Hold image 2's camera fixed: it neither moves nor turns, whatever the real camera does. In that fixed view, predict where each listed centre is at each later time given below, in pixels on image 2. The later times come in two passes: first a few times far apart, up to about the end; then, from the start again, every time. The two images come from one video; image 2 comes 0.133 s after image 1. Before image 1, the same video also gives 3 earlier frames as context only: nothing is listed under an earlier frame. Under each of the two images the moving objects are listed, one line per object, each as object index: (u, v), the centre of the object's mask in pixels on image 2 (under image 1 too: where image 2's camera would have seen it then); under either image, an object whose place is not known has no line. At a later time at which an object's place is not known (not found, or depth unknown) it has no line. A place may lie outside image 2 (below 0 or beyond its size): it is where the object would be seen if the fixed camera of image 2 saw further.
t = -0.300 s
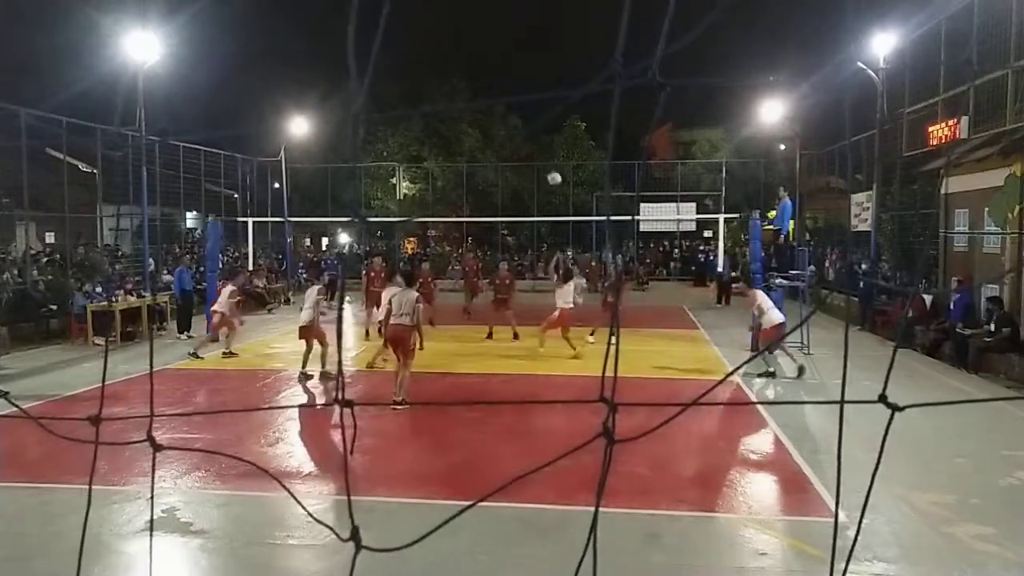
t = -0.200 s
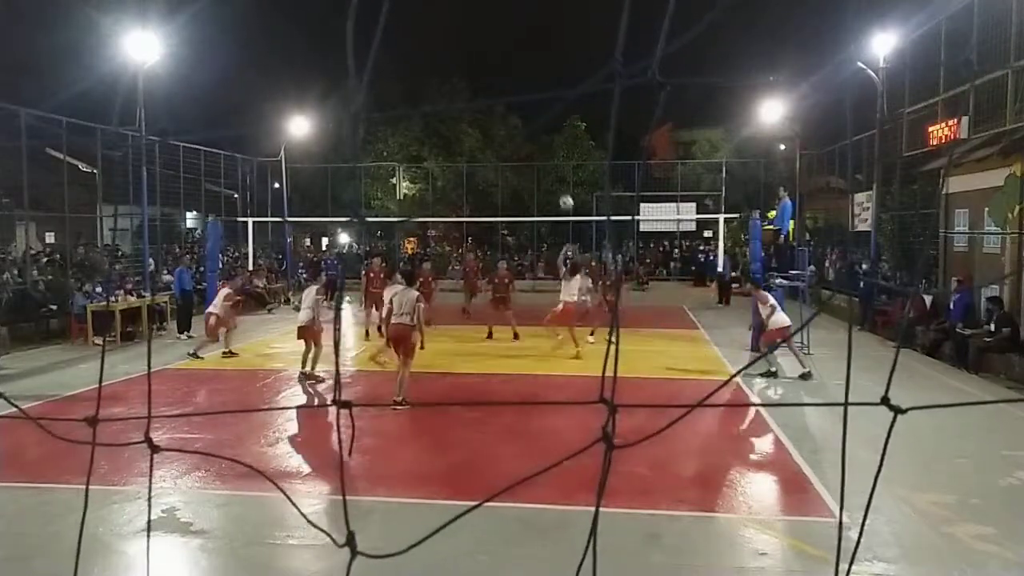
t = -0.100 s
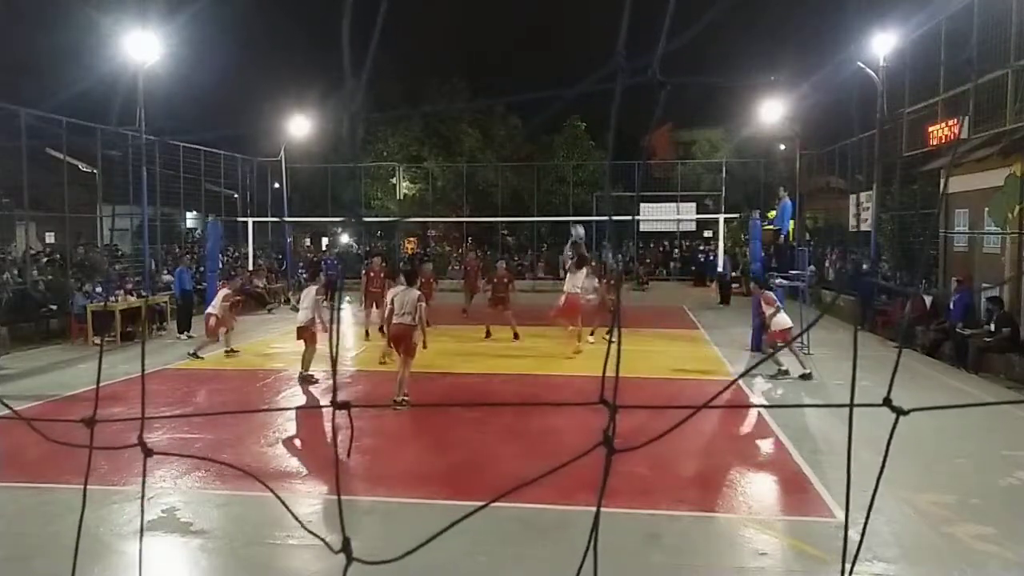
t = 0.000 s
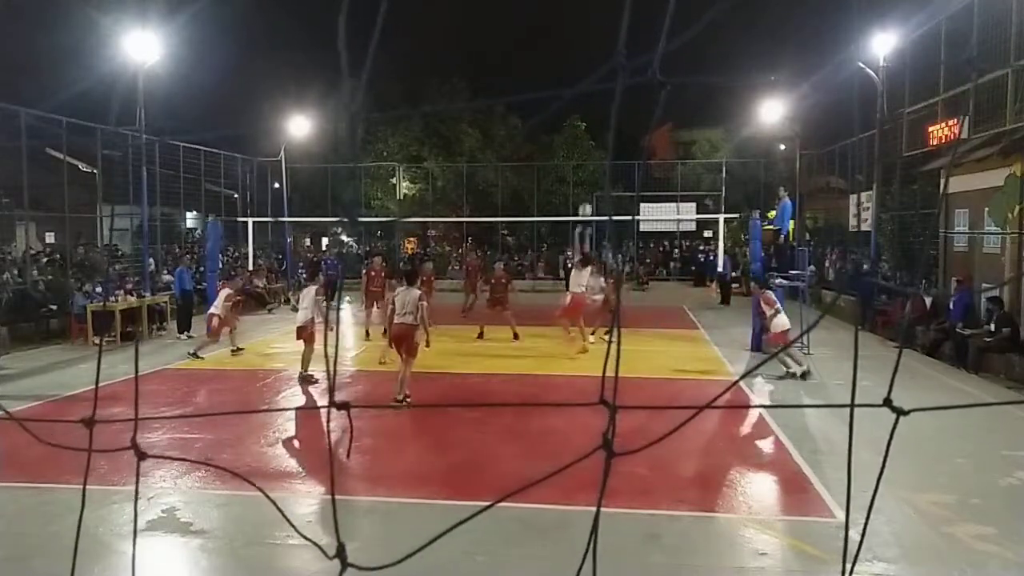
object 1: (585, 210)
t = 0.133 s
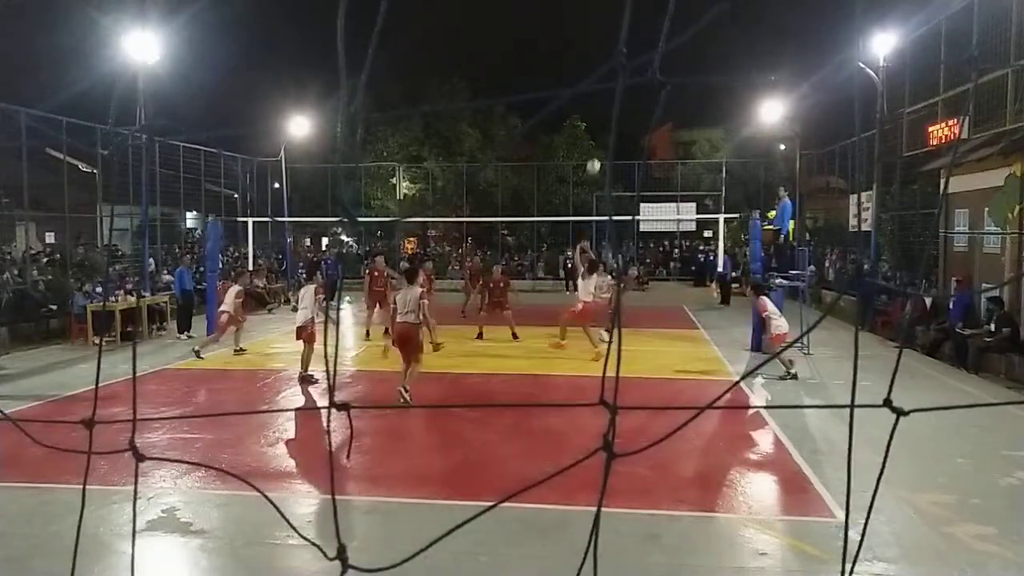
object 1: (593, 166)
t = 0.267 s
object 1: (602, 133)
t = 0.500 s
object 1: (616, 102)
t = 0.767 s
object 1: (632, 106)
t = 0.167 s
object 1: (596, 157)
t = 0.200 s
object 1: (597, 149)
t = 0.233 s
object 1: (599, 140)
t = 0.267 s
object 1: (602, 133)
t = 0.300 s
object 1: (604, 127)
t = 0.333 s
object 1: (606, 121)
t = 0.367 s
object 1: (608, 116)
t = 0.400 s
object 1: (610, 111)
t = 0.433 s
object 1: (612, 108)
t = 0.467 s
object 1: (615, 105)
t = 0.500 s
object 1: (616, 102)
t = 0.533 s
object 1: (618, 101)
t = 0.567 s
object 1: (620, 99)
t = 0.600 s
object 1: (623, 99)
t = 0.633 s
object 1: (624, 99)
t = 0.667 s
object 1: (626, 99)
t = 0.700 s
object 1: (628, 101)
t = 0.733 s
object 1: (630, 103)
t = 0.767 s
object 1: (632, 106)
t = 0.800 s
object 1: (634, 109)
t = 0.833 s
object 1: (636, 114)
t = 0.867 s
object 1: (638, 118)
